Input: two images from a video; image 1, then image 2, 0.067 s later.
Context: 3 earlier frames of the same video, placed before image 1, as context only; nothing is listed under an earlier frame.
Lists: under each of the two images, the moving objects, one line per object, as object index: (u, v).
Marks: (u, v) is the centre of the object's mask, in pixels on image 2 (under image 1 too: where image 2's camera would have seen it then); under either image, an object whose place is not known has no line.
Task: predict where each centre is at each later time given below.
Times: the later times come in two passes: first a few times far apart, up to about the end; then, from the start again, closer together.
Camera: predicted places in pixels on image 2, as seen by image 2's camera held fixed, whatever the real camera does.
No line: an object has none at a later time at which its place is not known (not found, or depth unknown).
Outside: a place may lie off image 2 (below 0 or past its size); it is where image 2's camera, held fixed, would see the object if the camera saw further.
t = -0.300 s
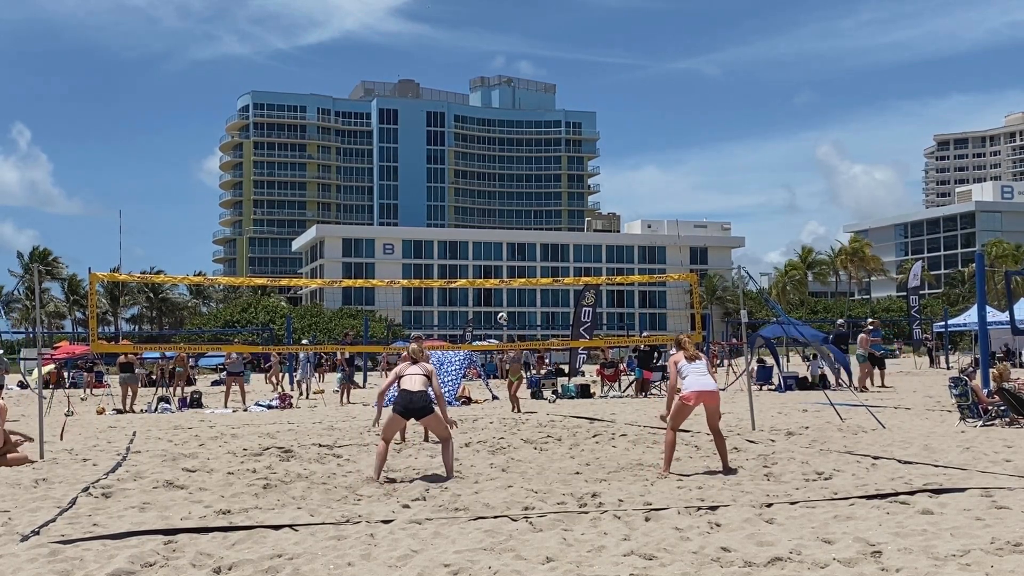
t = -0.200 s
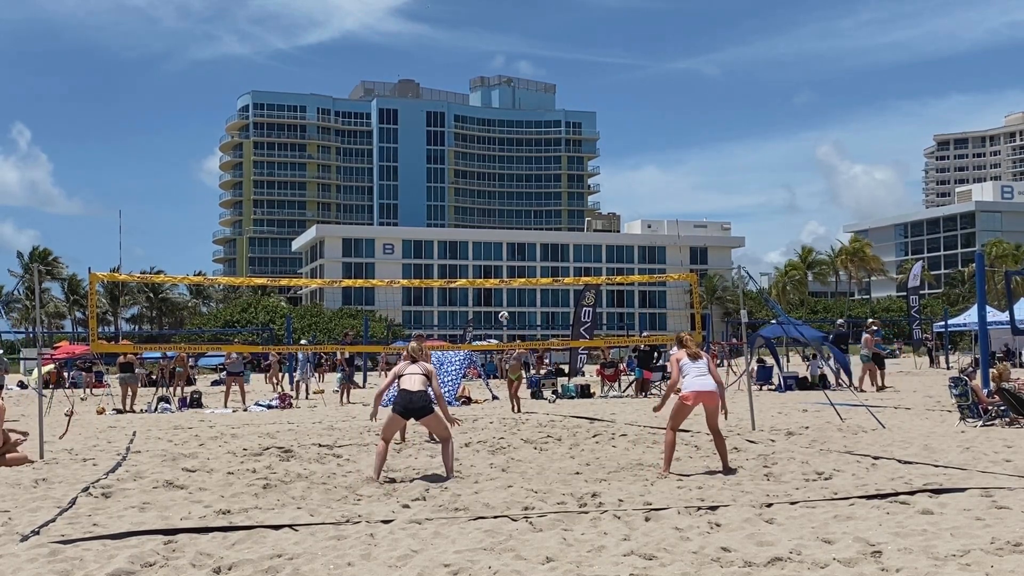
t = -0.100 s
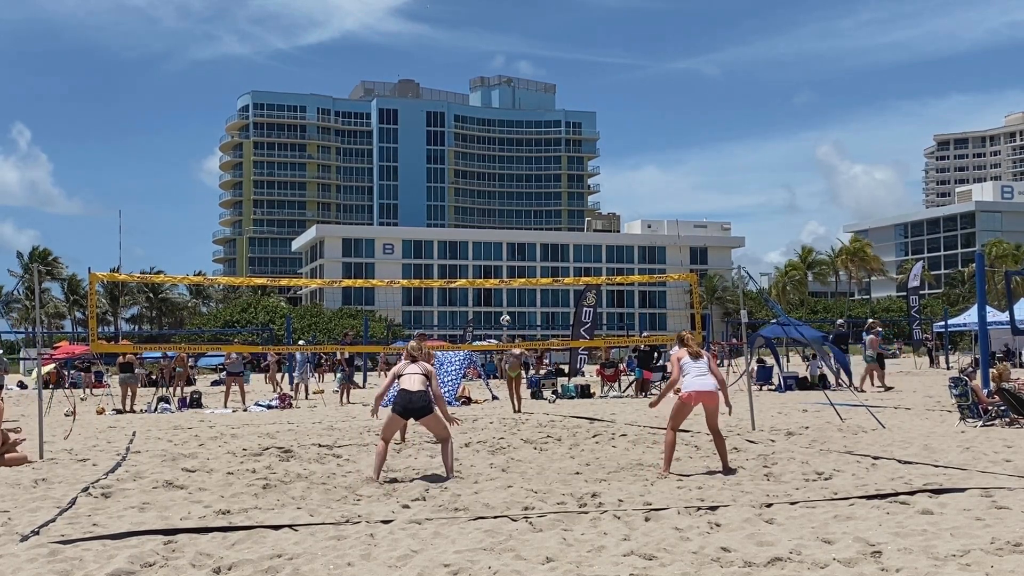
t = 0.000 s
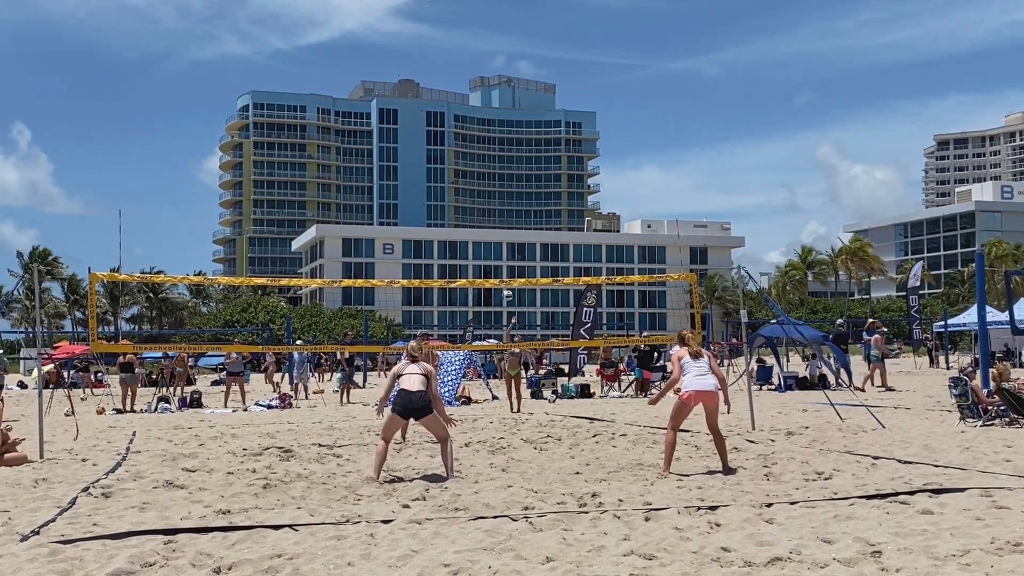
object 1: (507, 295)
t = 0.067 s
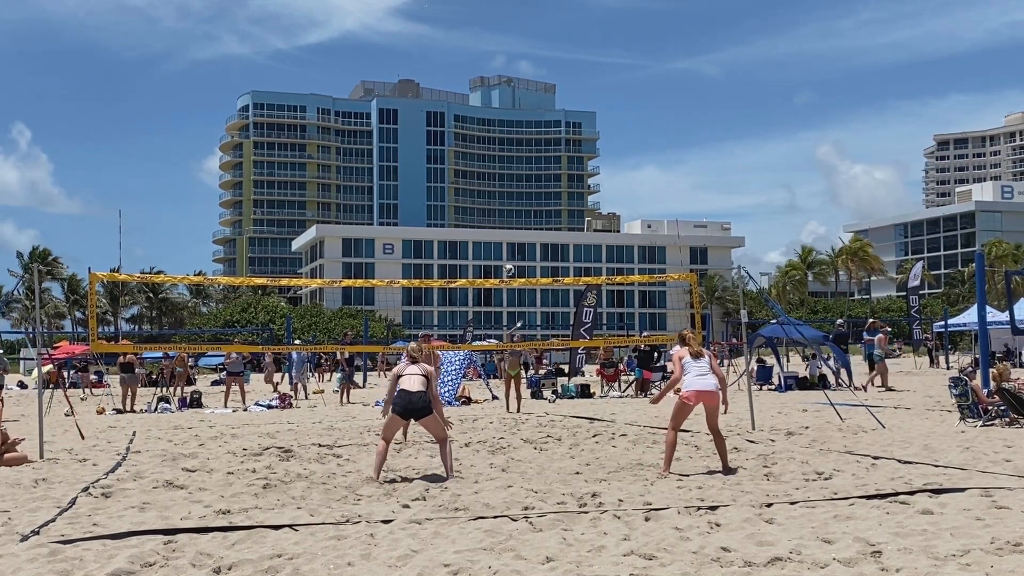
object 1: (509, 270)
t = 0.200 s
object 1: (513, 222)
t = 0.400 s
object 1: (521, 159)
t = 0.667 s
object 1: (539, 97)
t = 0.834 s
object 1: (554, 74)
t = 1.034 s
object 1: (577, 70)
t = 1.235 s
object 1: (608, 97)
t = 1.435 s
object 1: (652, 168)
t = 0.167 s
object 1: (512, 233)
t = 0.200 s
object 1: (513, 222)
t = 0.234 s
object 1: (514, 211)
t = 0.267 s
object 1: (516, 200)
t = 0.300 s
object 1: (517, 189)
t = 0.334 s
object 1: (518, 178)
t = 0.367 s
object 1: (520, 168)
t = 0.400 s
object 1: (521, 159)
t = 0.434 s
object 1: (523, 150)
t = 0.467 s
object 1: (525, 141)
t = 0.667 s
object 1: (539, 97)
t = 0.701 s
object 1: (542, 92)
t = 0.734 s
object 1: (544, 86)
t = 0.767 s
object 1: (548, 82)
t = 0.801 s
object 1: (551, 78)
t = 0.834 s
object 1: (554, 74)
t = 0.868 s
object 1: (557, 72)
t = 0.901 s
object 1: (560, 69)
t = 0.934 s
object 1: (565, 69)
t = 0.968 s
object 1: (568, 68)
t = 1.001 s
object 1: (573, 68)
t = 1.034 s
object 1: (577, 70)
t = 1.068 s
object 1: (582, 71)
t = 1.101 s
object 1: (586, 75)
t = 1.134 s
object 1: (592, 78)
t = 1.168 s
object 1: (597, 84)
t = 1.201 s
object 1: (602, 90)
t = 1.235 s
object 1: (608, 97)
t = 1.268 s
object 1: (614, 106)
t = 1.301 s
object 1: (621, 115)
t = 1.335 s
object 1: (628, 126)
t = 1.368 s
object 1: (636, 138)
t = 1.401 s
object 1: (644, 152)
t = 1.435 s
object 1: (652, 168)
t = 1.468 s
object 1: (661, 184)
